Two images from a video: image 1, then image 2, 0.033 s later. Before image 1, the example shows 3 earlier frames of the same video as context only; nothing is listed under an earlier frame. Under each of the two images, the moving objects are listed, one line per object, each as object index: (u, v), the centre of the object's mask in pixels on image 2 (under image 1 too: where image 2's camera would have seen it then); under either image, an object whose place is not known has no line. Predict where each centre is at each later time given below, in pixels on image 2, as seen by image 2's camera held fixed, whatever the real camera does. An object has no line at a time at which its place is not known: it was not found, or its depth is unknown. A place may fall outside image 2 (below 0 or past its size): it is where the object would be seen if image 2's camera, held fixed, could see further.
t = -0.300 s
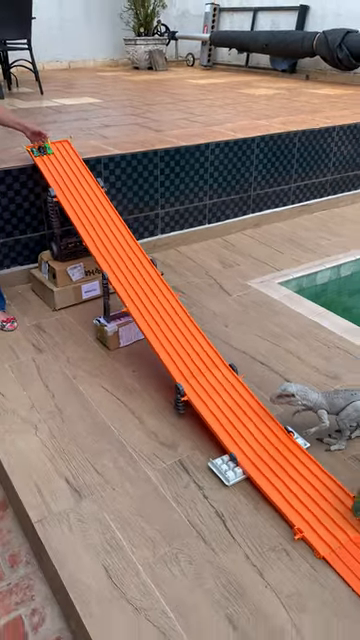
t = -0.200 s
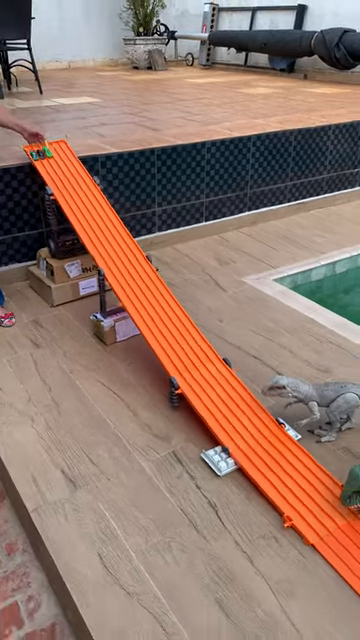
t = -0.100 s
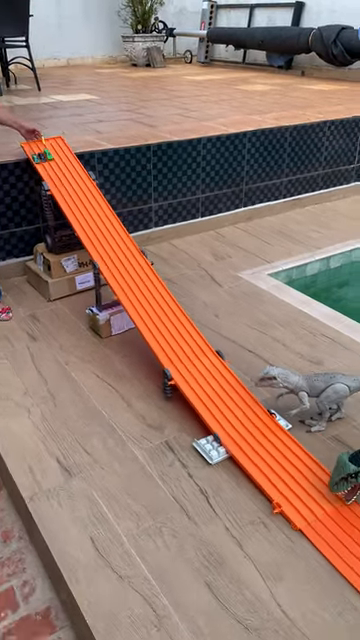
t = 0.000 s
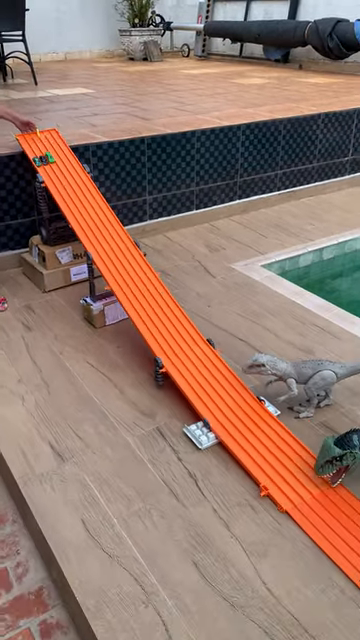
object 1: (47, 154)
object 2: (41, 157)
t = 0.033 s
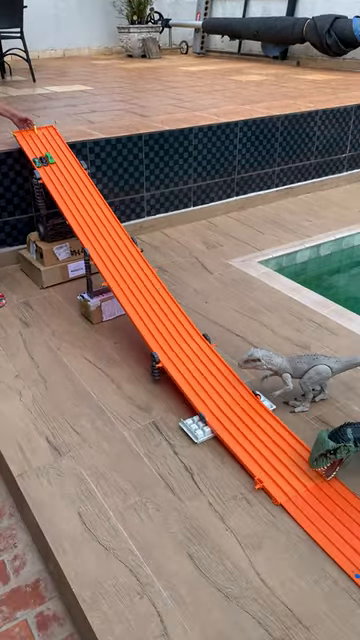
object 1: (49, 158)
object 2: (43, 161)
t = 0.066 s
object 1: (52, 163)
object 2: (46, 165)
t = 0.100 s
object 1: (56, 168)
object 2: (50, 171)
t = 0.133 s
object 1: (59, 174)
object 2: (54, 177)
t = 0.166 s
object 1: (63, 180)
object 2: (57, 183)
